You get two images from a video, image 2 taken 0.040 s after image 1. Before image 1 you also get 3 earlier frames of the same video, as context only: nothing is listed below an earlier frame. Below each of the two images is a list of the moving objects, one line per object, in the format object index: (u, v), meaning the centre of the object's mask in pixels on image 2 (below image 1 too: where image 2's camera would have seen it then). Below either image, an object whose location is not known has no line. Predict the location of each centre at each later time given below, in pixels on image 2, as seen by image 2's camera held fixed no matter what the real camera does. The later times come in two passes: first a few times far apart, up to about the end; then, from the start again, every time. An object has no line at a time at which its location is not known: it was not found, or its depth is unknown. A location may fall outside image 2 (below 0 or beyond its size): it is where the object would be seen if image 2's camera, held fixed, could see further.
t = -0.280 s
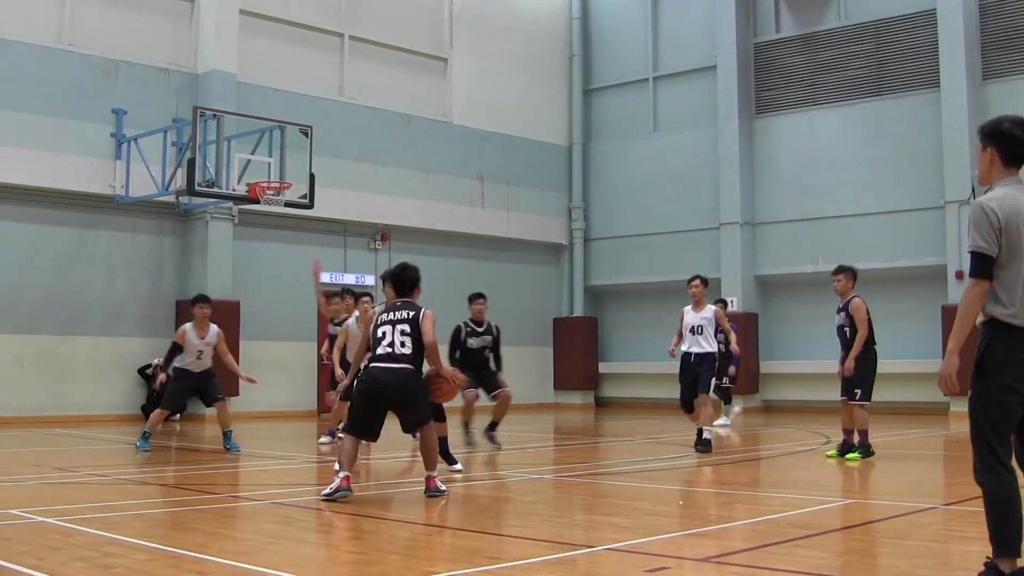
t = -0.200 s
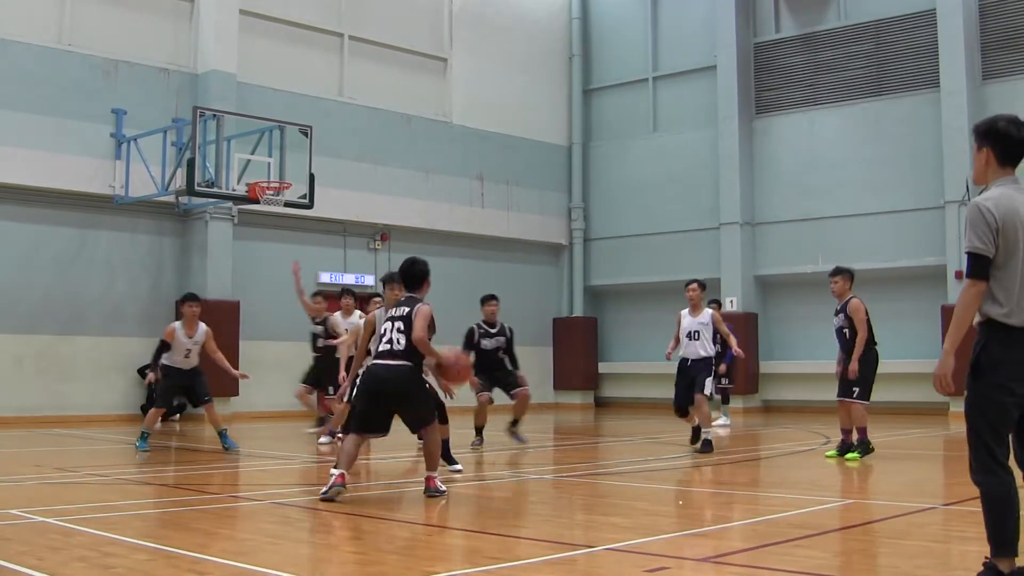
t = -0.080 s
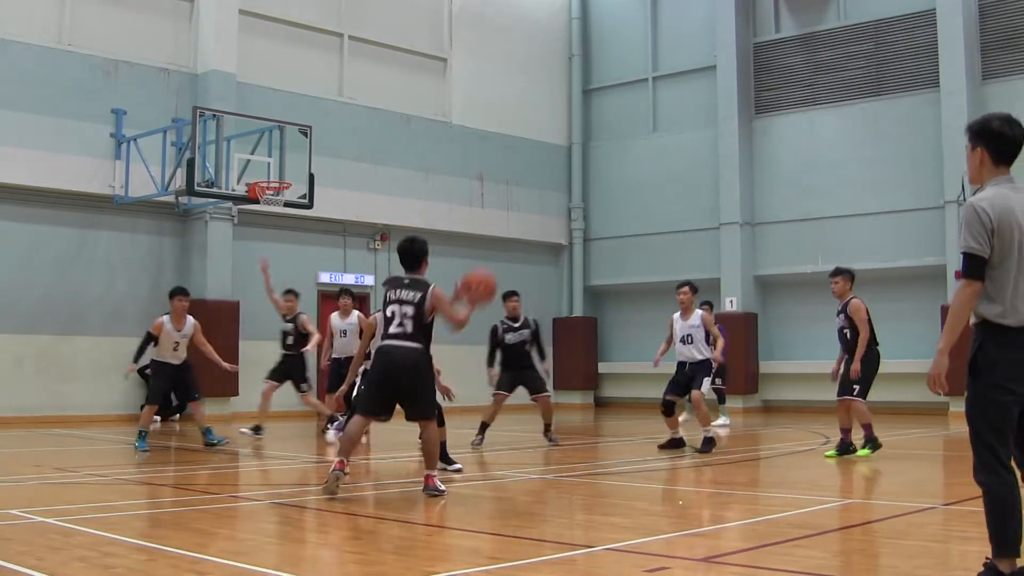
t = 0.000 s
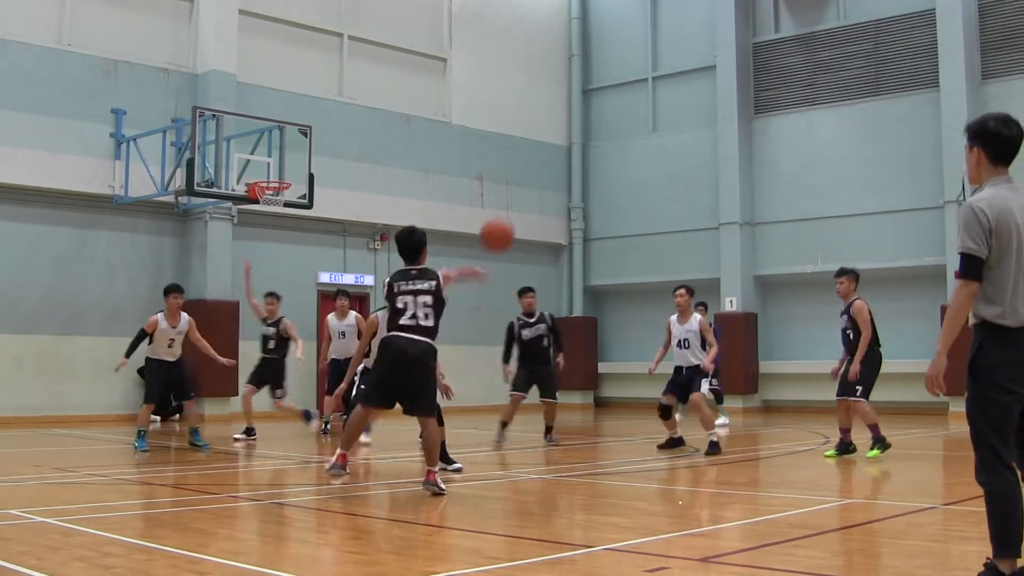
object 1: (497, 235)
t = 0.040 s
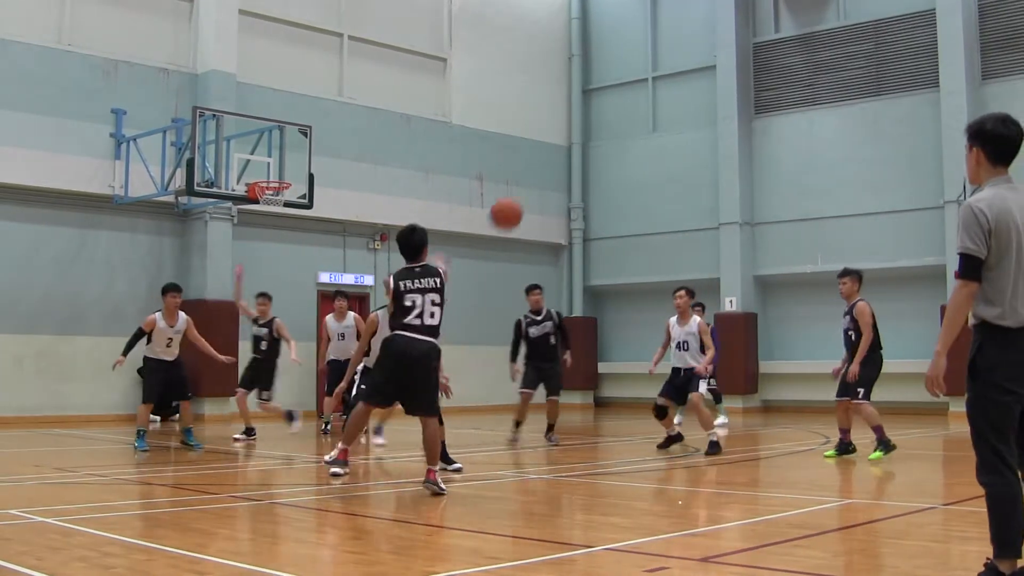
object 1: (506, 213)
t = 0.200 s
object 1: (536, 160)
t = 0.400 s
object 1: (564, 142)
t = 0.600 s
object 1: (587, 159)
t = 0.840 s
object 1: (608, 213)
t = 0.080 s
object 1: (514, 196)
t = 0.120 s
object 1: (522, 182)
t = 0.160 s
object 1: (530, 170)
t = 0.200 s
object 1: (536, 160)
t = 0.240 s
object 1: (543, 153)
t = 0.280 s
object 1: (548, 148)
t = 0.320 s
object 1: (554, 144)
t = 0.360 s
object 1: (559, 143)
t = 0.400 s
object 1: (564, 142)
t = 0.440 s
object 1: (569, 143)
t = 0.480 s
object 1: (574, 145)
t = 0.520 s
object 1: (578, 148)
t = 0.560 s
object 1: (582, 153)
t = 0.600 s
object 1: (587, 159)
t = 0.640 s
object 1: (591, 165)
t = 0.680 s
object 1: (594, 173)
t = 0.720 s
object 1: (598, 181)
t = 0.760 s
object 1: (601, 191)
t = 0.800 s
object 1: (605, 201)
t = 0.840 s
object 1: (608, 213)
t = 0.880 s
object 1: (611, 224)
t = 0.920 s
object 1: (614, 236)
